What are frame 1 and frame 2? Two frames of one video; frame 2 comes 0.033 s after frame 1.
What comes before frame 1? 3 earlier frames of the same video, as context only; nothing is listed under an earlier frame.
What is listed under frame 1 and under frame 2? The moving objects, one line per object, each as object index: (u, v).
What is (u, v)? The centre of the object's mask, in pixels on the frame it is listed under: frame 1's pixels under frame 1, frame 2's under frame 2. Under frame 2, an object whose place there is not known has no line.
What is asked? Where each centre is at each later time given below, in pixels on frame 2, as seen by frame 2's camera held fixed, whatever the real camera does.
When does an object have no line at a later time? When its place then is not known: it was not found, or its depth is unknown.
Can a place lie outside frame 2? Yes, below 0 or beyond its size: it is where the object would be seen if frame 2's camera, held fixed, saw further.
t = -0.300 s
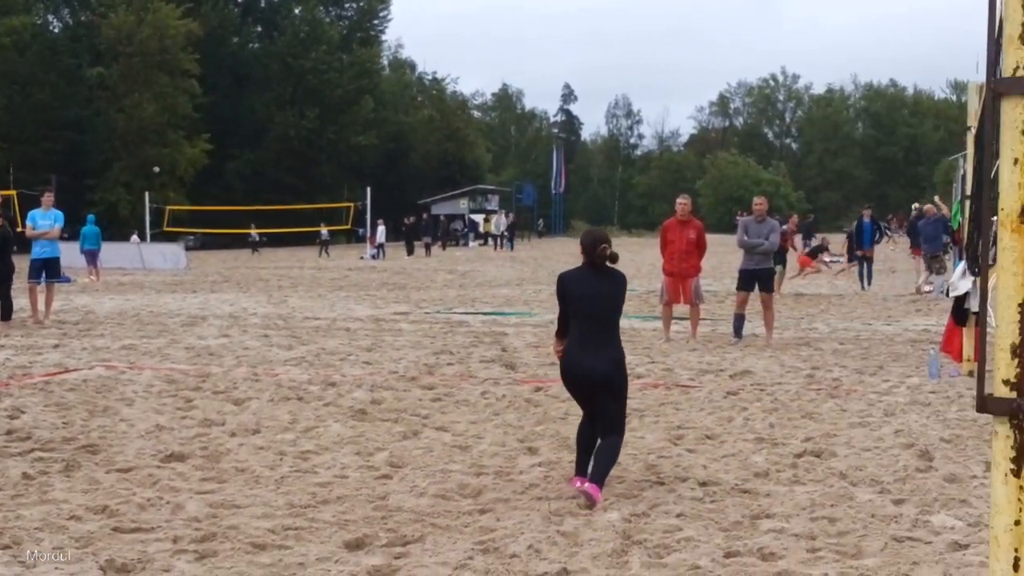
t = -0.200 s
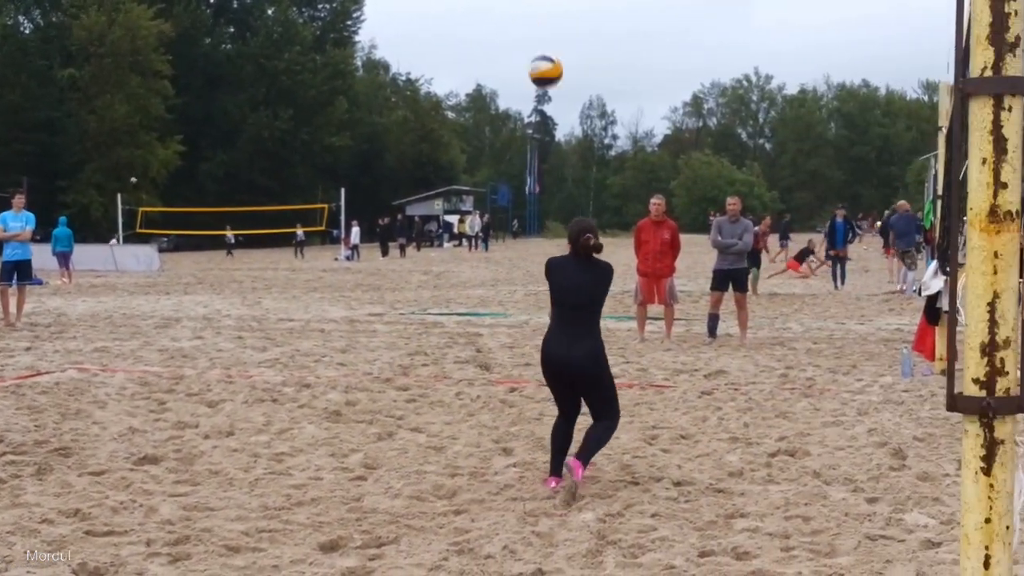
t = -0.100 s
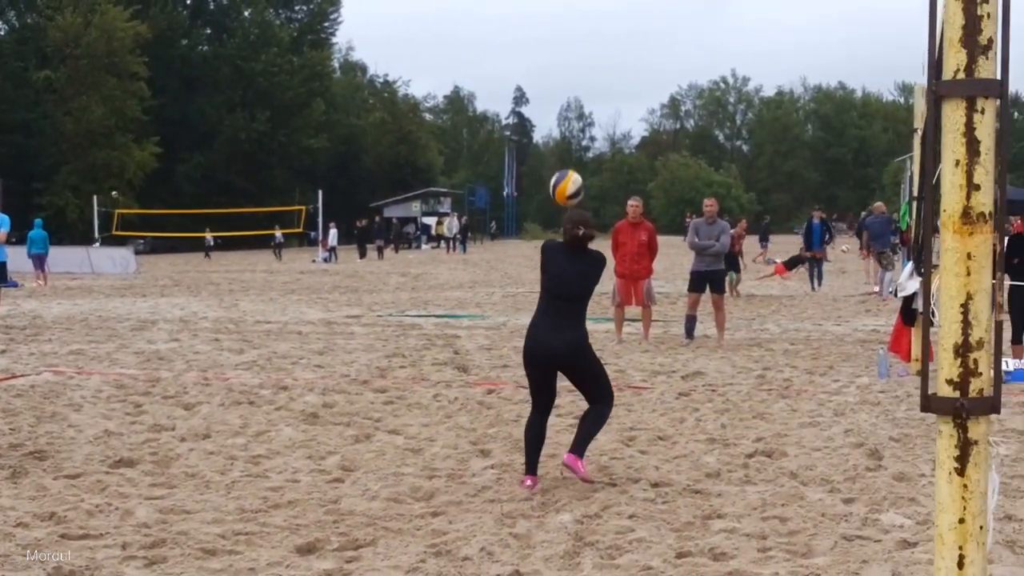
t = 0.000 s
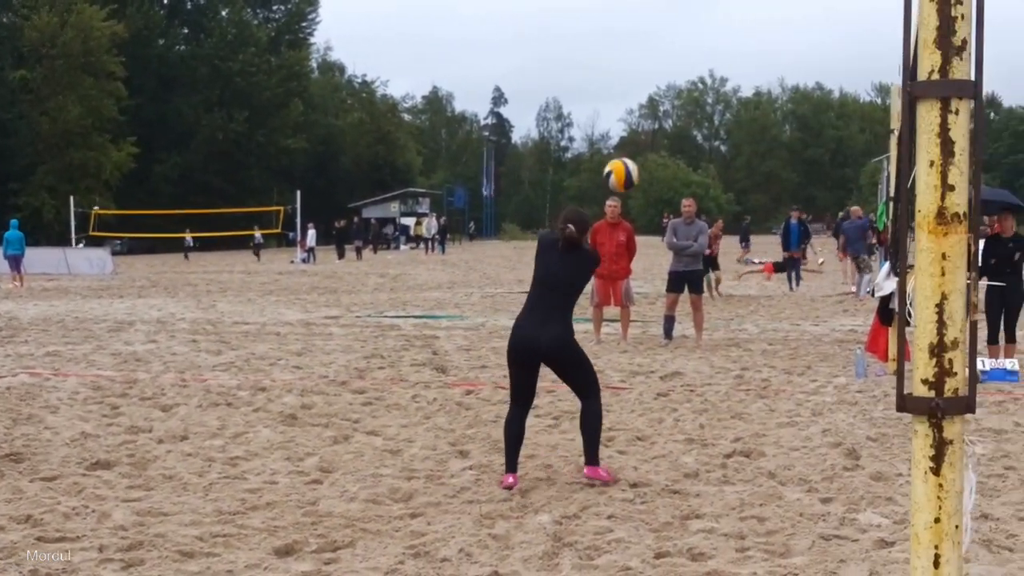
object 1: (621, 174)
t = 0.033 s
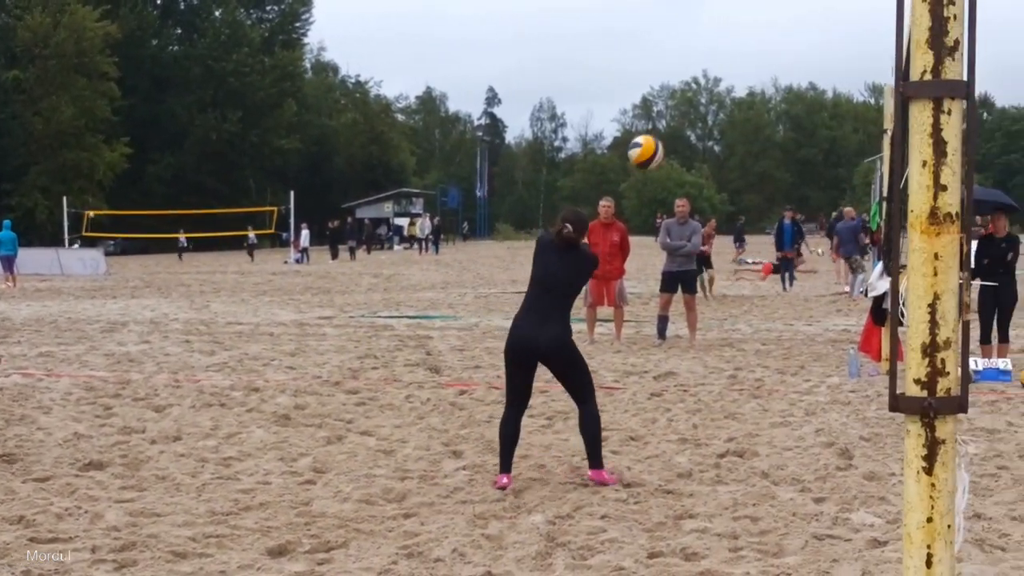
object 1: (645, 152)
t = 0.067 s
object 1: (675, 131)
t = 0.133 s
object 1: (736, 94)
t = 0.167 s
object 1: (767, 79)
